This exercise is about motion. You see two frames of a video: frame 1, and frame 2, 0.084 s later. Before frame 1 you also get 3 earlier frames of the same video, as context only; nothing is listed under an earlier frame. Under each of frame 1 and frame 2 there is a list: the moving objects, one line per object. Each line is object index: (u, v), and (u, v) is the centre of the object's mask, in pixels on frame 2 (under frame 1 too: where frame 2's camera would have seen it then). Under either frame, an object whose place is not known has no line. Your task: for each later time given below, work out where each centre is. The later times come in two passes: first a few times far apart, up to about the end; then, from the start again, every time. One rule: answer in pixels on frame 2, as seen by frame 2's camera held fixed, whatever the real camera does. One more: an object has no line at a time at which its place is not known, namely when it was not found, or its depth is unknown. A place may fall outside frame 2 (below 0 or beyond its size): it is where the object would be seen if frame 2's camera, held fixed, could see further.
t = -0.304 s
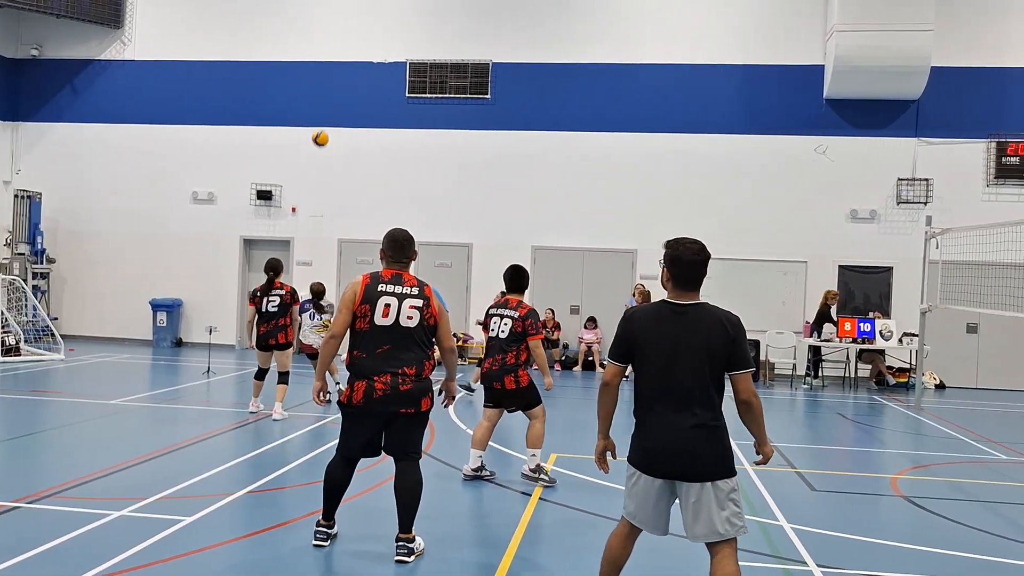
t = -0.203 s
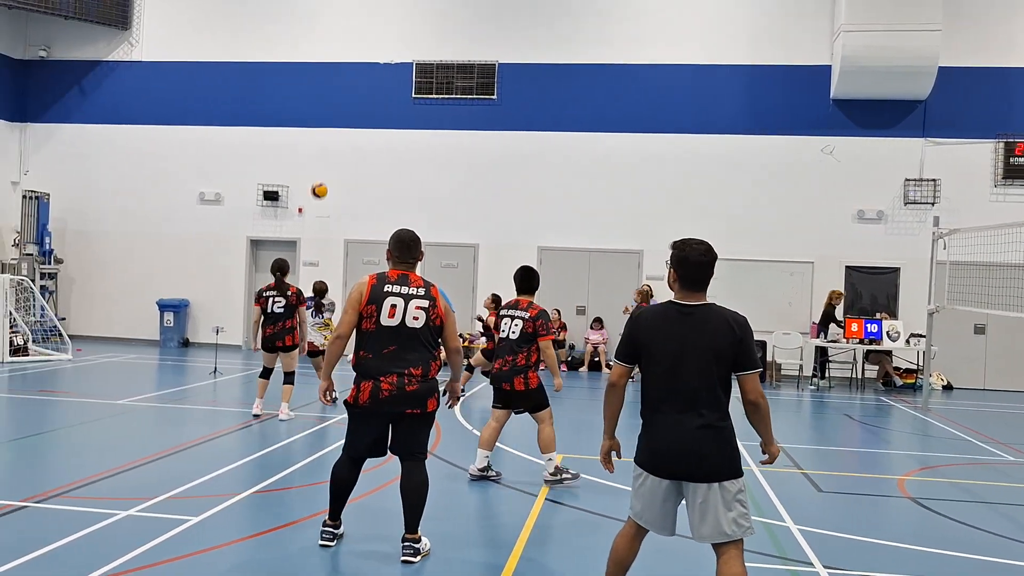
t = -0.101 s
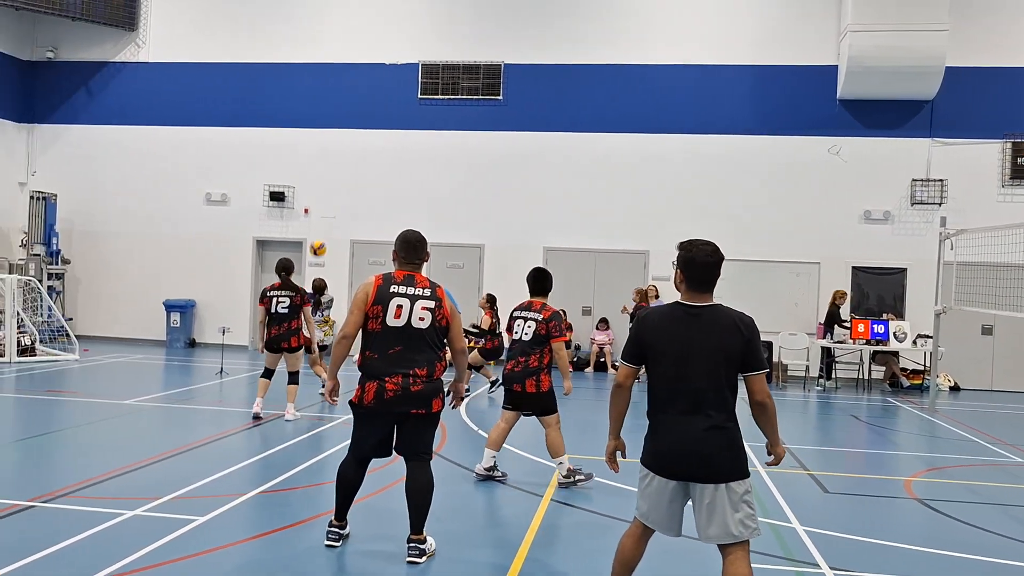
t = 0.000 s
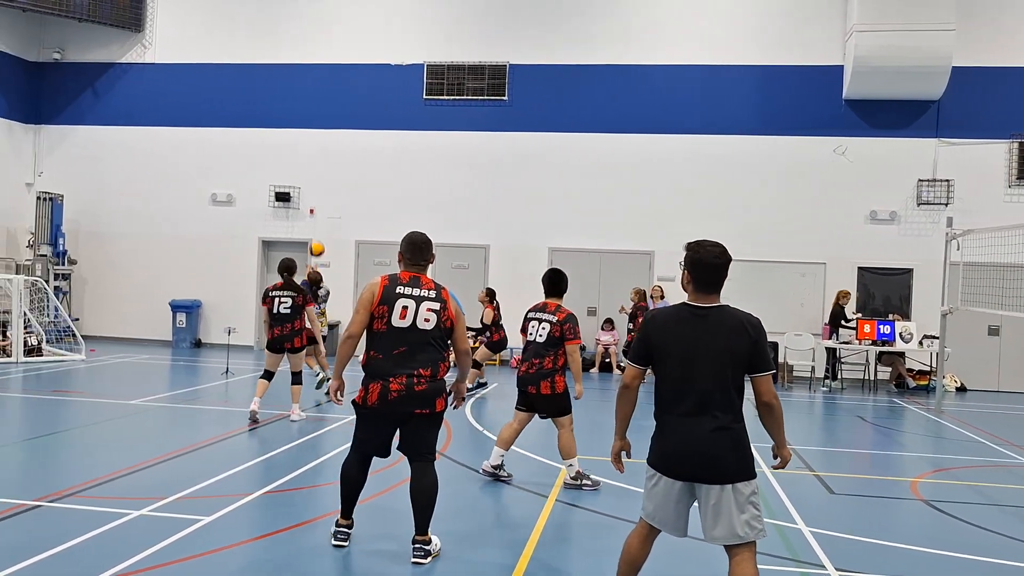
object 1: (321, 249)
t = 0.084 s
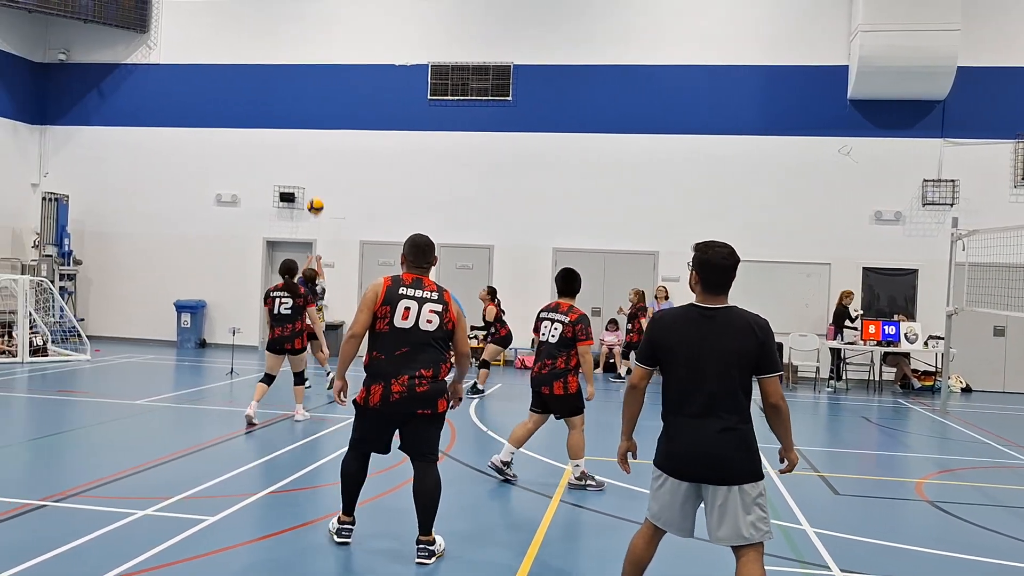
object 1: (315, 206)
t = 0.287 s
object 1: (302, 119)
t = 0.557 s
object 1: (283, 48)
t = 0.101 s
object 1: (314, 198)
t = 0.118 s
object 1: (313, 190)
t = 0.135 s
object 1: (312, 182)
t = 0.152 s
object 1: (311, 175)
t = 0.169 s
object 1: (310, 167)
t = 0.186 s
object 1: (309, 159)
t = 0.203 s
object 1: (308, 152)
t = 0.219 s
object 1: (306, 145)
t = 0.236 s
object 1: (306, 139)
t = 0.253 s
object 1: (304, 132)
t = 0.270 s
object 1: (303, 125)
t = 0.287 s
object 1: (302, 119)
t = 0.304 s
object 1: (301, 113)
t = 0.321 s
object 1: (299, 108)
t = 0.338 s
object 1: (298, 102)
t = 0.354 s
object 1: (297, 96)
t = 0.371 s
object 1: (295, 91)
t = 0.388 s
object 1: (294, 86)
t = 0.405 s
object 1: (293, 82)
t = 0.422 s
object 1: (292, 77)
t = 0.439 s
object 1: (290, 73)
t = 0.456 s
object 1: (289, 69)
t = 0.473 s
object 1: (288, 65)
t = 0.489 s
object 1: (287, 62)
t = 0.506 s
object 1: (286, 58)
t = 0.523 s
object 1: (285, 54)
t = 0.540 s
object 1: (284, 51)
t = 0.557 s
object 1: (283, 48)
